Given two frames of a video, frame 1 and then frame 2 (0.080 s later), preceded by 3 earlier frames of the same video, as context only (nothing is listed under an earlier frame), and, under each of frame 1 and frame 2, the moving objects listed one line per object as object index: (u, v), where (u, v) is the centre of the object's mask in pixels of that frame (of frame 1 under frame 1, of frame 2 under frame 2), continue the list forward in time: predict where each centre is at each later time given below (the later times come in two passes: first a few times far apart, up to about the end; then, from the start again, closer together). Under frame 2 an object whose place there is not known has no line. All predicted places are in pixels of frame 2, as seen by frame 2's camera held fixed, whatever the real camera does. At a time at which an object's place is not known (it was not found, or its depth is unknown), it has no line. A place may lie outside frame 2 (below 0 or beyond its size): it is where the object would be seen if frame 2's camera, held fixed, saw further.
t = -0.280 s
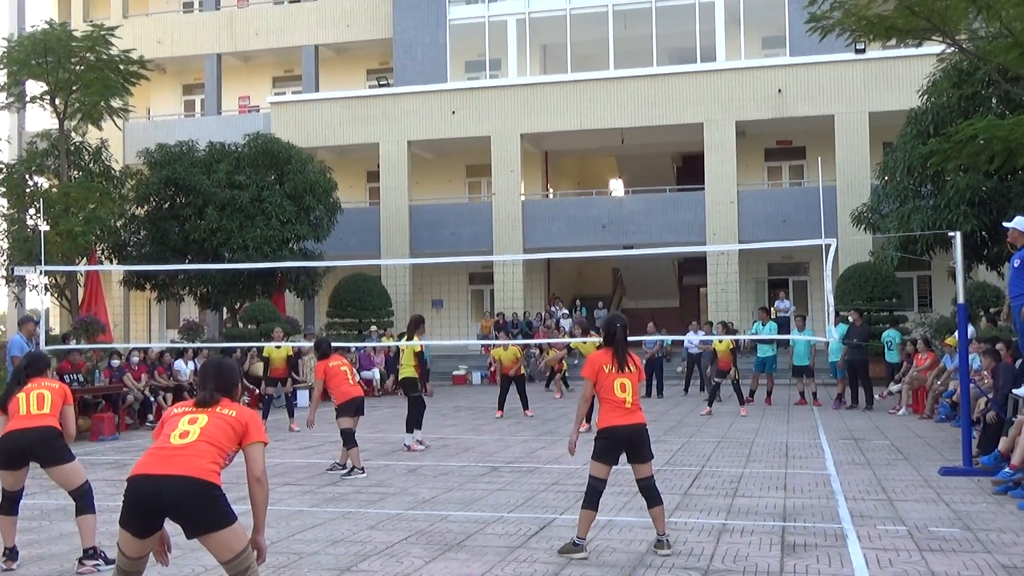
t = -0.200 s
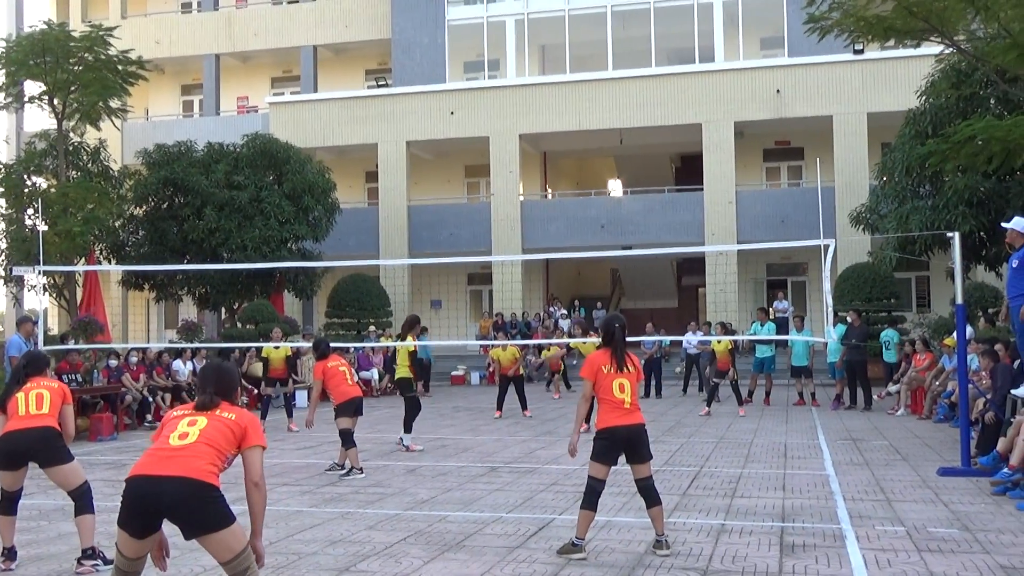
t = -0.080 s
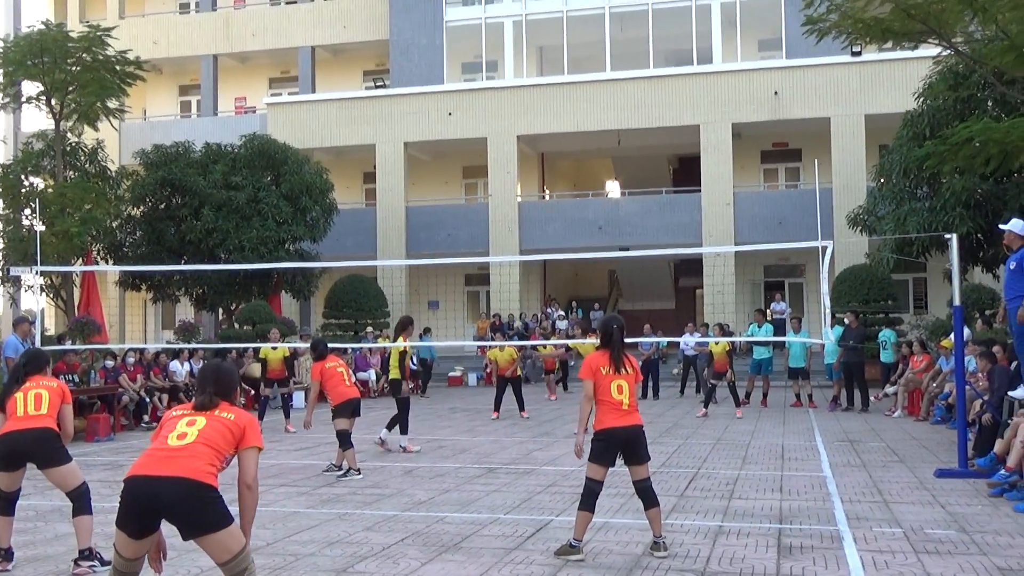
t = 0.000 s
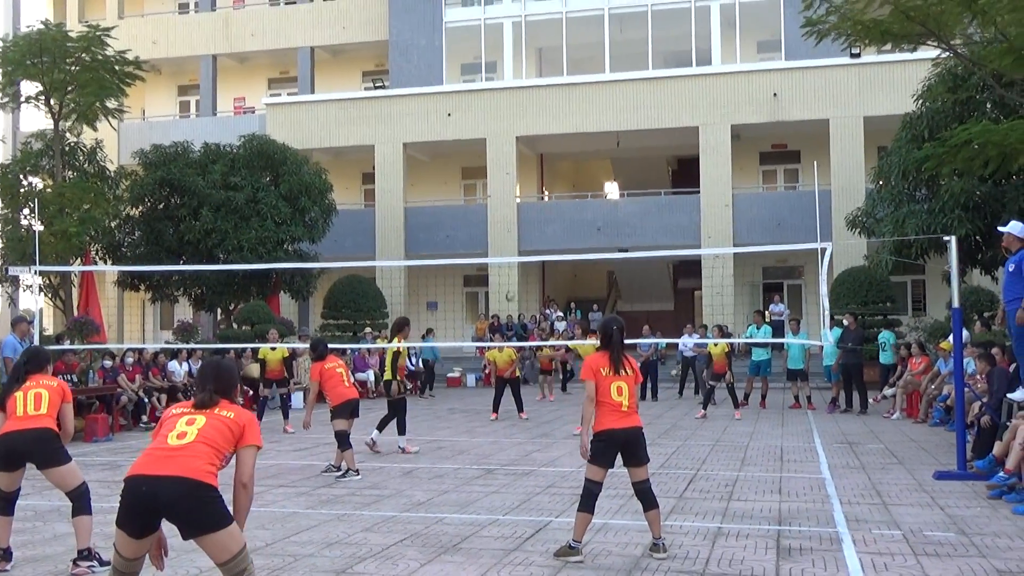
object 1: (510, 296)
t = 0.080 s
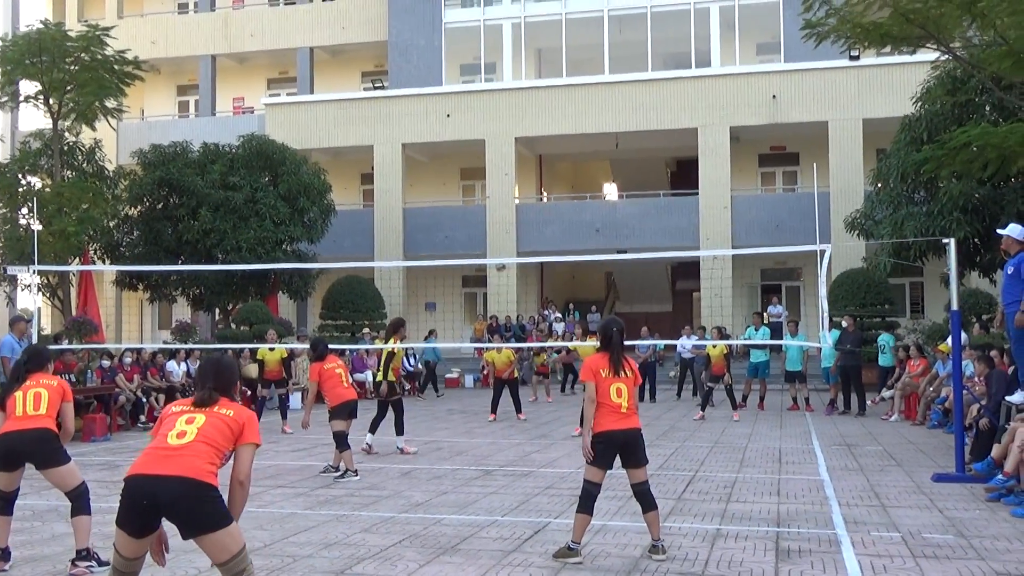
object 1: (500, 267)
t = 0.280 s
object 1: (481, 195)
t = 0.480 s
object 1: (460, 133)
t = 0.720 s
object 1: (431, 76)
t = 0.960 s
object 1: (390, 51)
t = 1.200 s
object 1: (330, 83)
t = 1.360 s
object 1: (269, 150)
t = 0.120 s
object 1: (497, 252)
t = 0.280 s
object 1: (481, 195)
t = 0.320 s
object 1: (477, 181)
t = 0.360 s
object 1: (473, 169)
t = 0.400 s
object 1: (469, 156)
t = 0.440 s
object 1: (465, 145)
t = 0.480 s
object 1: (460, 133)
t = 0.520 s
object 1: (455, 122)
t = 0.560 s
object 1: (451, 111)
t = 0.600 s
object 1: (446, 101)
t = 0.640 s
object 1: (441, 92)
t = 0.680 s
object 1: (436, 84)
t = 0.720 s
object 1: (431, 76)
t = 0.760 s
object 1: (426, 69)
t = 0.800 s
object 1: (419, 64)
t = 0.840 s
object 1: (413, 60)
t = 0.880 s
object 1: (405, 56)
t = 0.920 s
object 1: (398, 53)
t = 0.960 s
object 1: (390, 51)
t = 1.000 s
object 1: (382, 50)
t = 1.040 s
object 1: (373, 54)
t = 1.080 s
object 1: (363, 58)
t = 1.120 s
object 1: (354, 64)
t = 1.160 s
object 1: (342, 72)
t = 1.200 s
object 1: (330, 83)
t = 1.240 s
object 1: (316, 95)
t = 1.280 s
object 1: (301, 111)
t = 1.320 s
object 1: (287, 129)
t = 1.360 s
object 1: (269, 150)
